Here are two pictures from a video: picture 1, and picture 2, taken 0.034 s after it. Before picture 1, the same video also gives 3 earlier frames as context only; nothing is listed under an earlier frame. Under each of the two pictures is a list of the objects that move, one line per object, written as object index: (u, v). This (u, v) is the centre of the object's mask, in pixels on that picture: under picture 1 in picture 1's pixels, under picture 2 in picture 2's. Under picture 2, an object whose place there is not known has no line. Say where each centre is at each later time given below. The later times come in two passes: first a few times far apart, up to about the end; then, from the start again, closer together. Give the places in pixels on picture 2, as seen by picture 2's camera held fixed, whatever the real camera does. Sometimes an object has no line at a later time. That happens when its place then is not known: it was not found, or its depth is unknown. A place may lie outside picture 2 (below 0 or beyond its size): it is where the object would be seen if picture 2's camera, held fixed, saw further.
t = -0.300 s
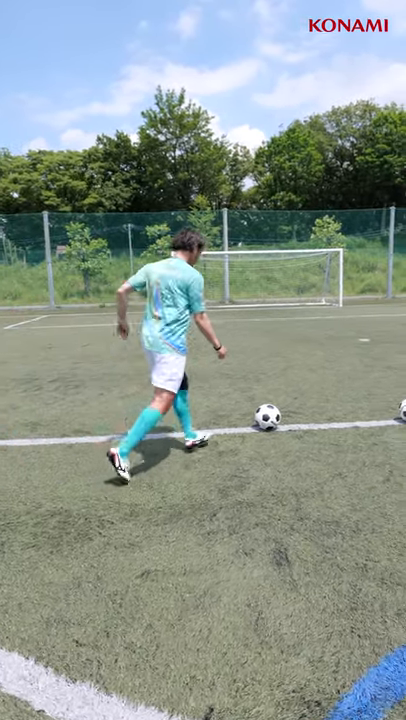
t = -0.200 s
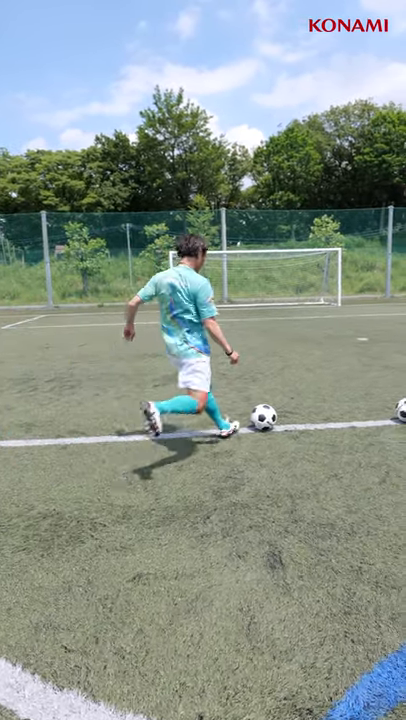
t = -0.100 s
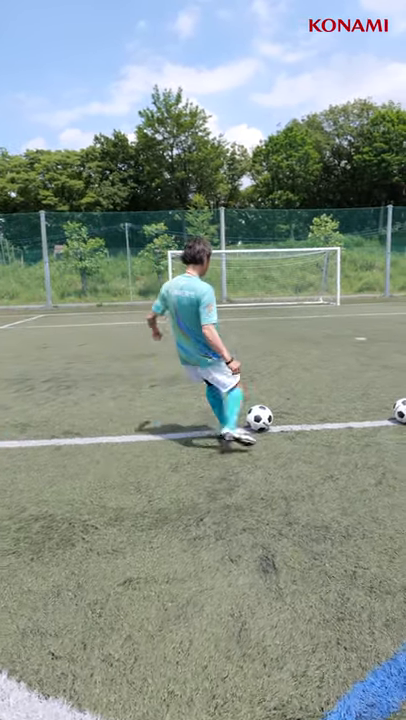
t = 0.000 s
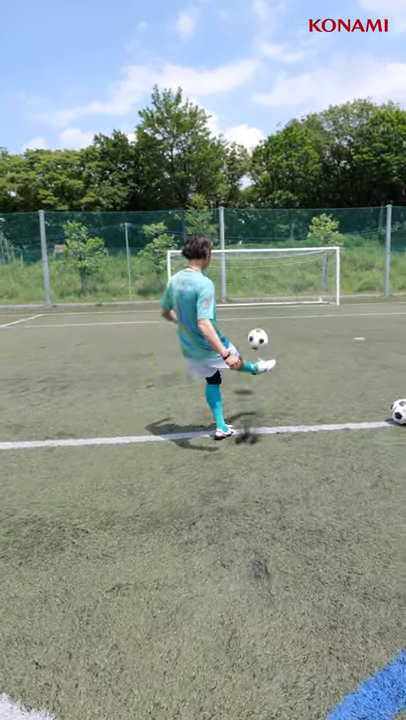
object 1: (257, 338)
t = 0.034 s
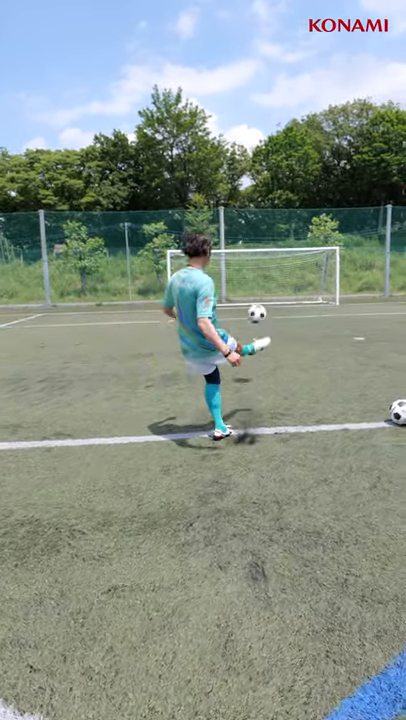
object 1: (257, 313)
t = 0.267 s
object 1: (248, 231)
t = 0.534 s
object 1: (235, 213)
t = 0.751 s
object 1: (223, 218)
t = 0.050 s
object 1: (256, 303)
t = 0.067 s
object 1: (256, 293)
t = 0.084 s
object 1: (255, 284)
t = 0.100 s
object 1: (255, 276)
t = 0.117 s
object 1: (255, 269)
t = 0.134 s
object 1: (254, 263)
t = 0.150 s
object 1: (253, 257)
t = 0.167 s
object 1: (252, 253)
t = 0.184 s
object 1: (252, 247)
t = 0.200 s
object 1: (250, 243)
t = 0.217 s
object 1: (250, 240)
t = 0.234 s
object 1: (250, 236)
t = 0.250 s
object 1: (249, 234)
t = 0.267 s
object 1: (248, 231)
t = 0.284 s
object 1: (247, 228)
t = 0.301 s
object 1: (247, 226)
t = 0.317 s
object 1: (246, 224)
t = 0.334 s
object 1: (245, 222)
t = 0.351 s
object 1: (244, 221)
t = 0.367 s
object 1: (243, 219)
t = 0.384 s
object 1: (243, 218)
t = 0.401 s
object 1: (242, 217)
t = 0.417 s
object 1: (242, 216)
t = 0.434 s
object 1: (240, 215)
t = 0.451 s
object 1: (239, 214)
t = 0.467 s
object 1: (239, 214)
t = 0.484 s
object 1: (237, 213)
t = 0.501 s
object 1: (237, 213)
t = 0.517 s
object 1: (236, 213)
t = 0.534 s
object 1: (235, 213)
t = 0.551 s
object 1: (234, 213)
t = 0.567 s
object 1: (233, 213)
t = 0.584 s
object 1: (232, 213)
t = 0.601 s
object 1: (231, 213)
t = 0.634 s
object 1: (230, 214)
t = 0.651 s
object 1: (229, 214)
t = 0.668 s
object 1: (228, 215)
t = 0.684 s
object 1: (227, 215)
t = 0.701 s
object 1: (226, 216)
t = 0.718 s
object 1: (225, 217)
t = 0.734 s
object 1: (224, 217)
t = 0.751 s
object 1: (223, 218)
